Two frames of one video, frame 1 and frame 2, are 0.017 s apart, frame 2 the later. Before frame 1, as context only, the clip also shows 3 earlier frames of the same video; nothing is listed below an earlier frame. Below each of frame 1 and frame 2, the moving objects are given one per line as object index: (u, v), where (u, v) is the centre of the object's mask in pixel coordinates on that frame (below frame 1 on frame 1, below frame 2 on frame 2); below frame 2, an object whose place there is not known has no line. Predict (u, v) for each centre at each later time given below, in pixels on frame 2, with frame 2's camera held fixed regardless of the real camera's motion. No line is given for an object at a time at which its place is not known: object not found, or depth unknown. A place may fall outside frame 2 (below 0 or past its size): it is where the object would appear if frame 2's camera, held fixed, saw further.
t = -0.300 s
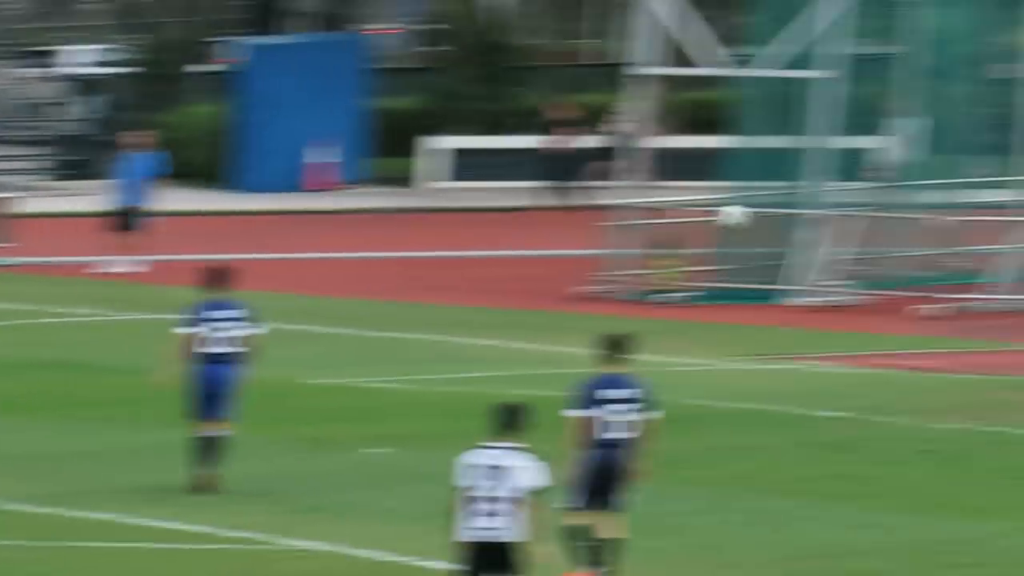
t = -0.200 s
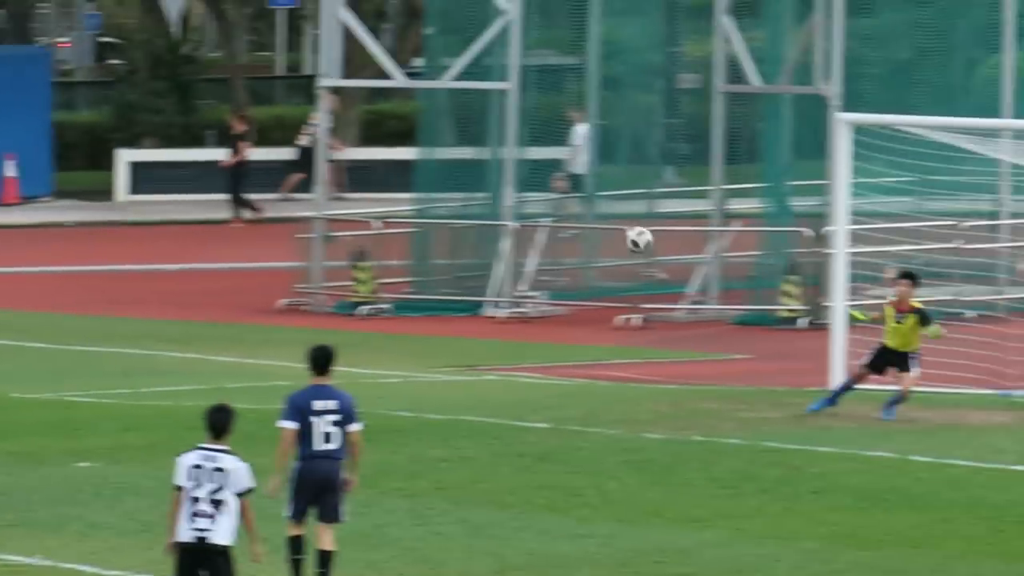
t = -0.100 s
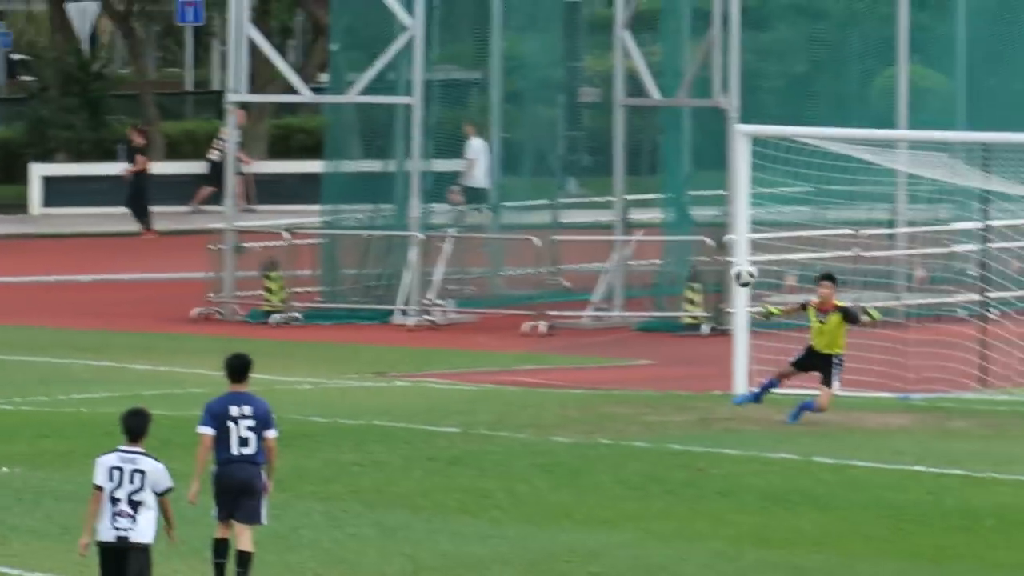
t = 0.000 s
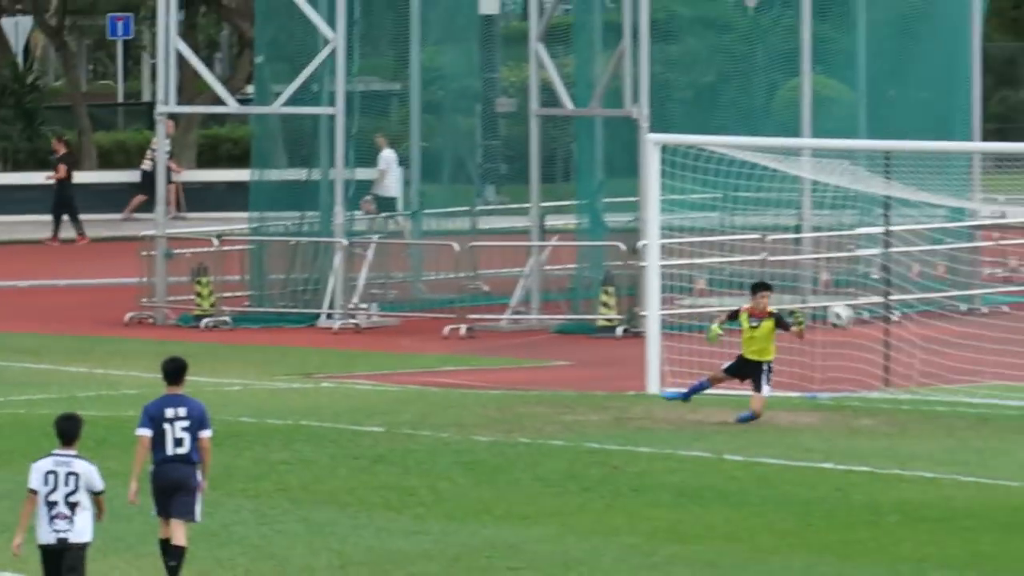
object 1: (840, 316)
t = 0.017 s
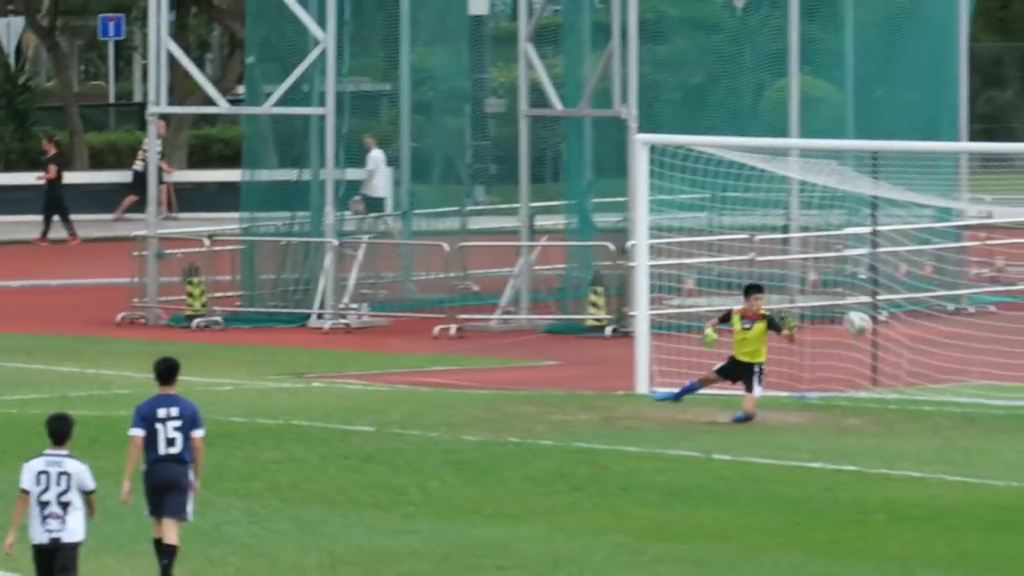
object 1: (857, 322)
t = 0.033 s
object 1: (887, 329)
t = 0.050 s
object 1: (917, 339)
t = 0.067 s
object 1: (946, 347)
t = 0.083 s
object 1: (975, 357)
